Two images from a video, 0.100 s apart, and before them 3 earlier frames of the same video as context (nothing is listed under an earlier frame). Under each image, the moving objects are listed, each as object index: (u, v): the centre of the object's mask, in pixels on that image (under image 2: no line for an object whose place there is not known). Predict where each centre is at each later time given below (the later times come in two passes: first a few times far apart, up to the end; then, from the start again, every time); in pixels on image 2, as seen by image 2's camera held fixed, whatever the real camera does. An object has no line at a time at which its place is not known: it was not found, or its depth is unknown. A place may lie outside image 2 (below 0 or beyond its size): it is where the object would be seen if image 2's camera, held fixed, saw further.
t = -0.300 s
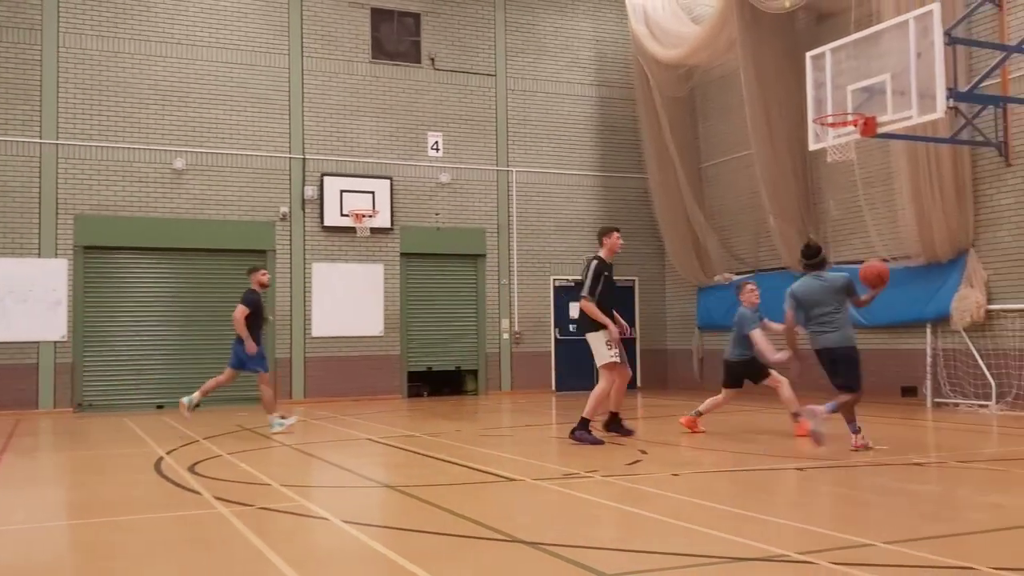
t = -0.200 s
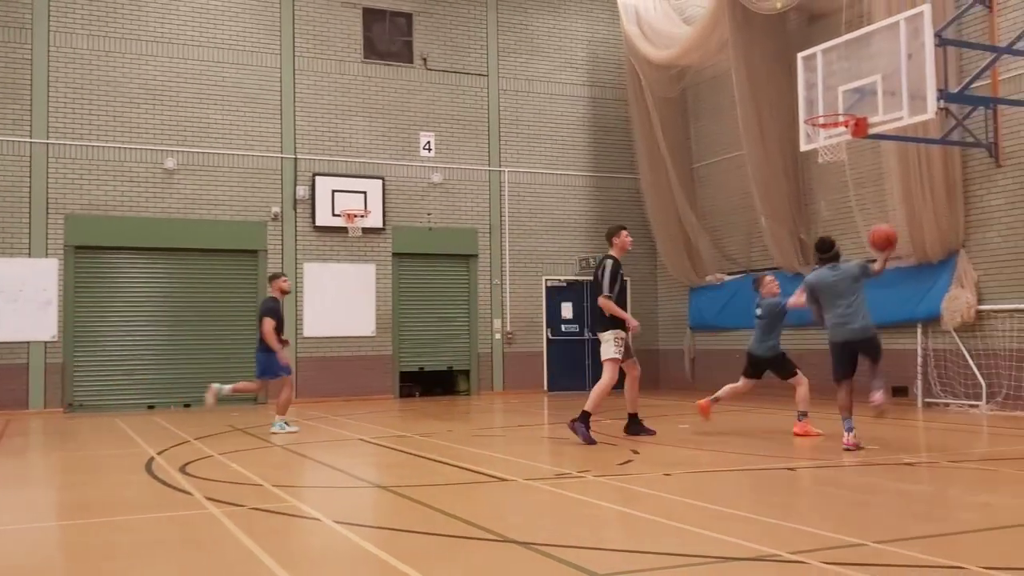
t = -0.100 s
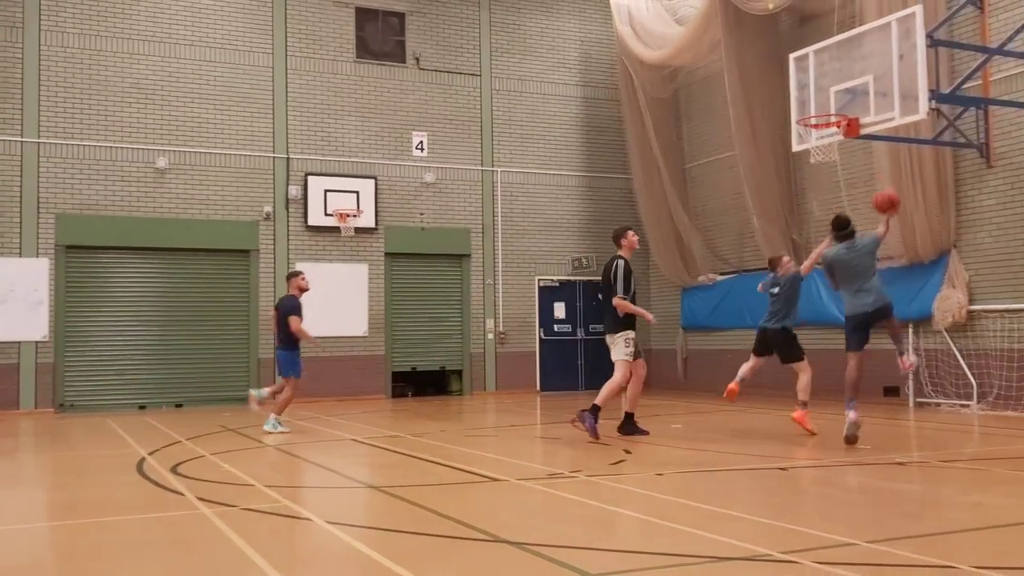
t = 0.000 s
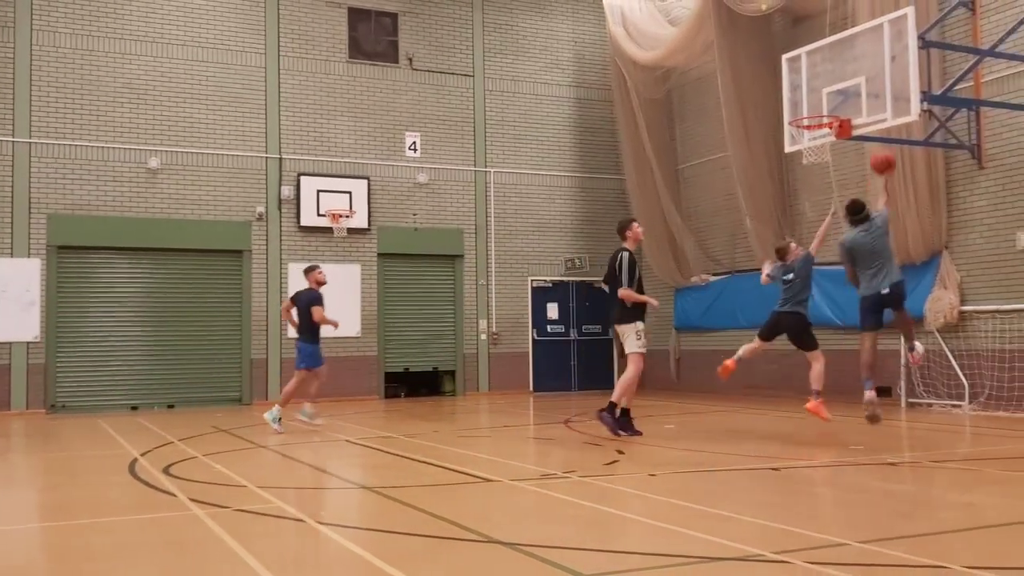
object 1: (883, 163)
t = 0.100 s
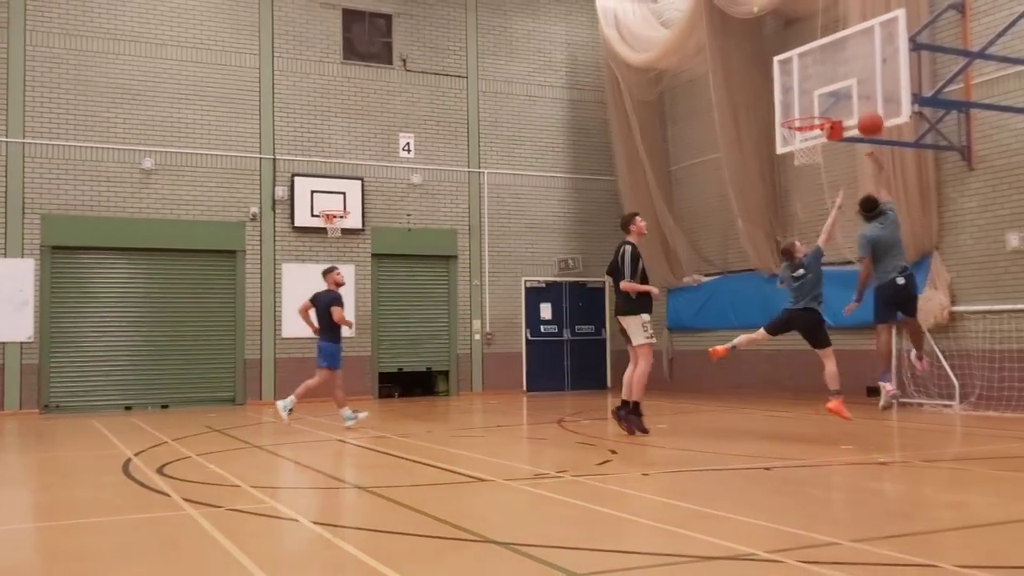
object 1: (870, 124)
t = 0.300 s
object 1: (850, 82)
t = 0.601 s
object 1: (805, 98)
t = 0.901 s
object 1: (810, 140)
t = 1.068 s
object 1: (816, 179)
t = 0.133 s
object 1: (869, 113)
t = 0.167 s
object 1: (868, 104)
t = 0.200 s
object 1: (866, 96)
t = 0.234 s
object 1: (860, 90)
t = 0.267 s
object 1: (855, 85)
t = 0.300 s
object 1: (850, 82)
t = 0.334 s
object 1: (844, 79)
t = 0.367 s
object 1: (839, 77)
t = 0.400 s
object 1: (834, 77)
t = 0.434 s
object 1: (829, 78)
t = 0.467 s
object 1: (824, 80)
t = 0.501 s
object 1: (819, 83)
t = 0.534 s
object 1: (815, 86)
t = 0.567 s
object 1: (810, 92)
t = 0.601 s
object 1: (805, 98)
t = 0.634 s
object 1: (800, 105)
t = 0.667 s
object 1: (798, 111)
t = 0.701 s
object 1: (800, 113)
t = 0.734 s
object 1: (801, 118)
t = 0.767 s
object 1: (804, 123)
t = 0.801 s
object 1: (804, 129)
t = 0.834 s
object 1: (806, 132)
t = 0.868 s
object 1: (808, 135)
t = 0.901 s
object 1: (810, 140)
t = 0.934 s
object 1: (811, 147)
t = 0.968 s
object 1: (813, 154)
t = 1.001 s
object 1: (814, 165)
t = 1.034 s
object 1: (815, 169)
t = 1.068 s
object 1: (816, 179)
